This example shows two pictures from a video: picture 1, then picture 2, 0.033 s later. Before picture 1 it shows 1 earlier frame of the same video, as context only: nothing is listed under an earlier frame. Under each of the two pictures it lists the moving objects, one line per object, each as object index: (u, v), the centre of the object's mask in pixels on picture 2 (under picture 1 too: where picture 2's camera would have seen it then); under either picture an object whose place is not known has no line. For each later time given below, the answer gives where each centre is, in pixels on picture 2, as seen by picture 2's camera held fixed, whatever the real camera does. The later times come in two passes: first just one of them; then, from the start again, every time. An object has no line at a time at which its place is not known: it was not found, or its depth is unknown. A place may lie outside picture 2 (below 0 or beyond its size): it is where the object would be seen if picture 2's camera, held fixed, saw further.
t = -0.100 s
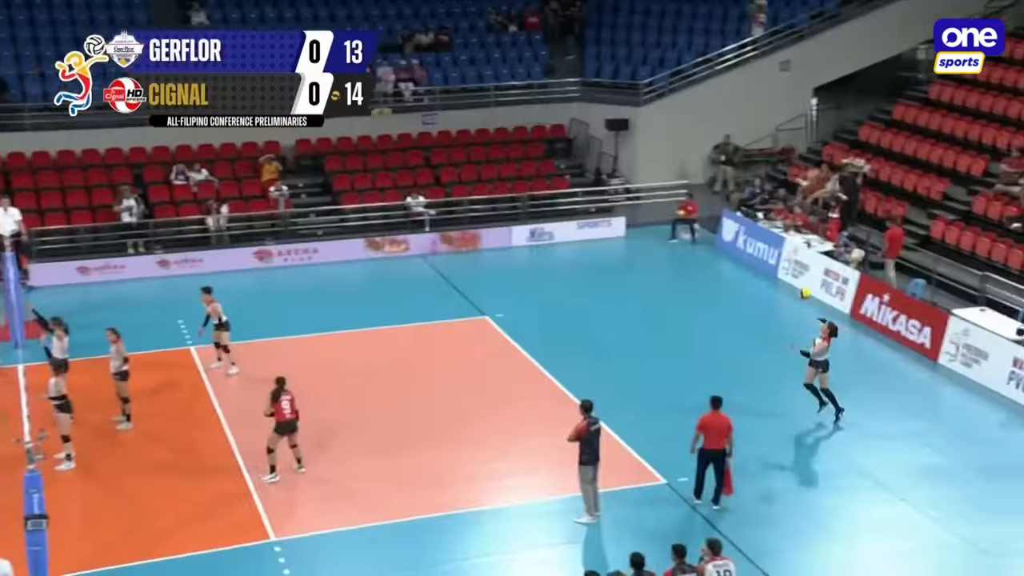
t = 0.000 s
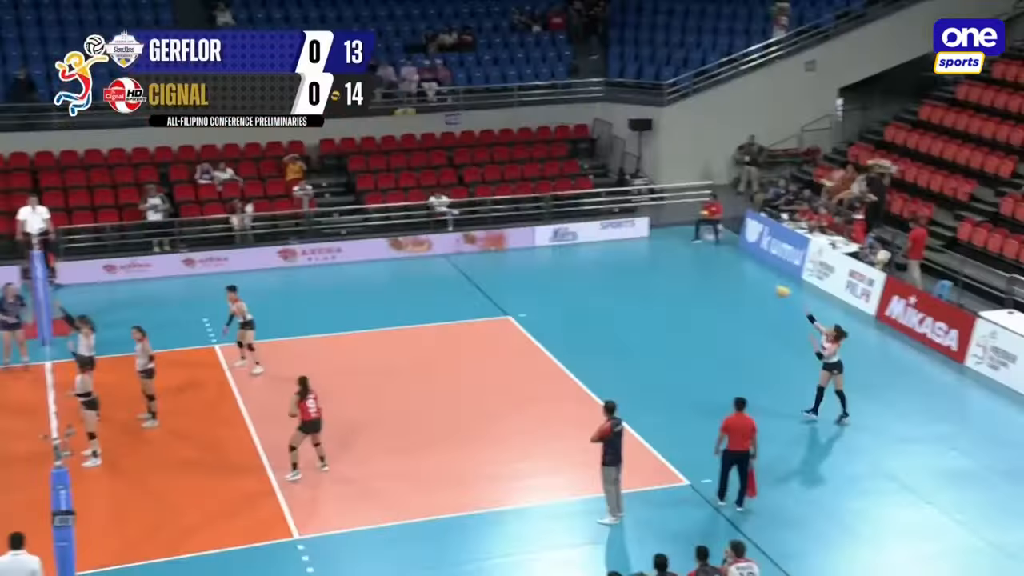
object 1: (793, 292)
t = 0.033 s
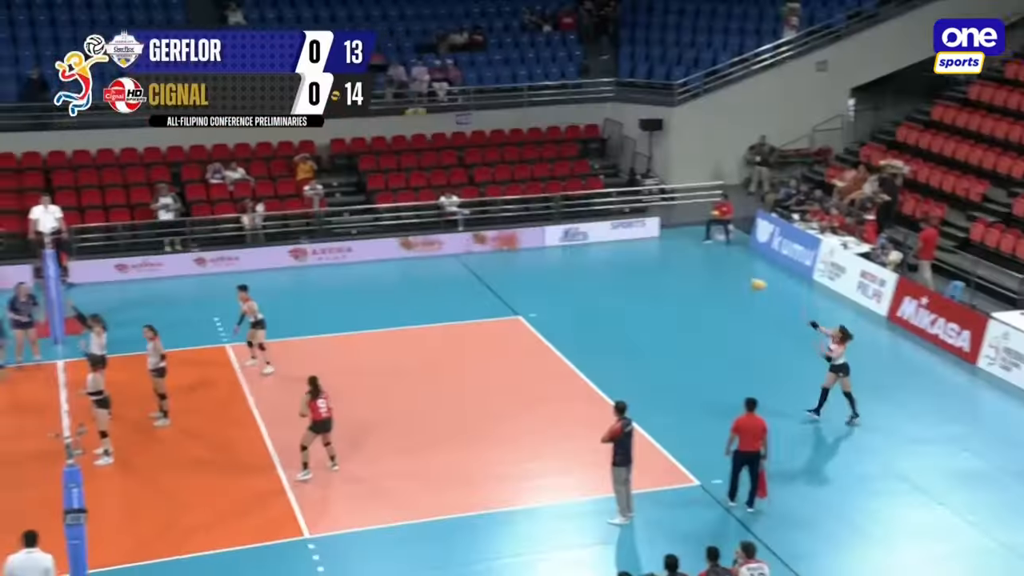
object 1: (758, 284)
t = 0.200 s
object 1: (588, 255)
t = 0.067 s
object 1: (722, 277)
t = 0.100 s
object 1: (689, 270)
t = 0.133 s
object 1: (655, 265)
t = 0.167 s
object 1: (621, 260)
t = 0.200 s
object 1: (588, 255)
